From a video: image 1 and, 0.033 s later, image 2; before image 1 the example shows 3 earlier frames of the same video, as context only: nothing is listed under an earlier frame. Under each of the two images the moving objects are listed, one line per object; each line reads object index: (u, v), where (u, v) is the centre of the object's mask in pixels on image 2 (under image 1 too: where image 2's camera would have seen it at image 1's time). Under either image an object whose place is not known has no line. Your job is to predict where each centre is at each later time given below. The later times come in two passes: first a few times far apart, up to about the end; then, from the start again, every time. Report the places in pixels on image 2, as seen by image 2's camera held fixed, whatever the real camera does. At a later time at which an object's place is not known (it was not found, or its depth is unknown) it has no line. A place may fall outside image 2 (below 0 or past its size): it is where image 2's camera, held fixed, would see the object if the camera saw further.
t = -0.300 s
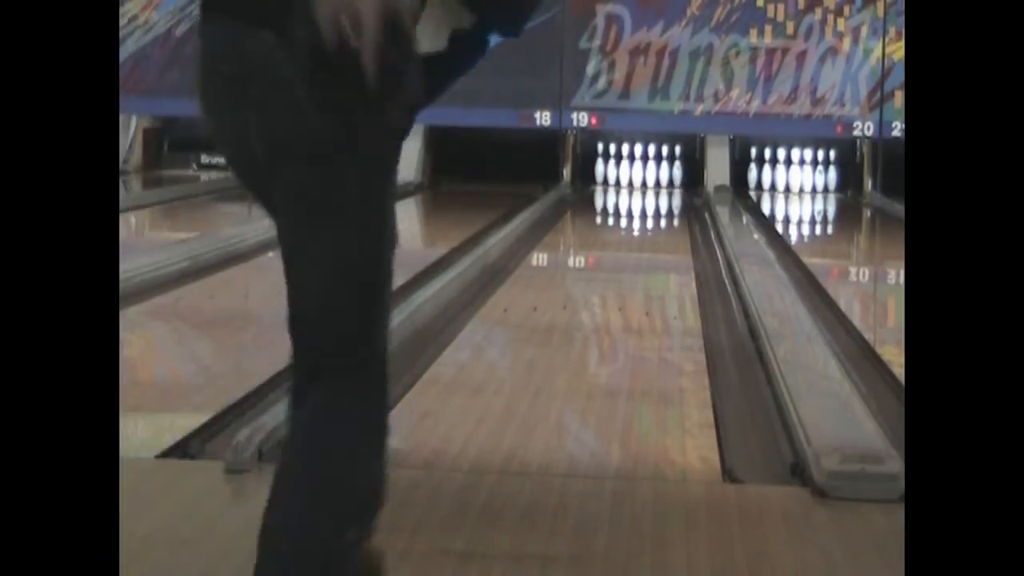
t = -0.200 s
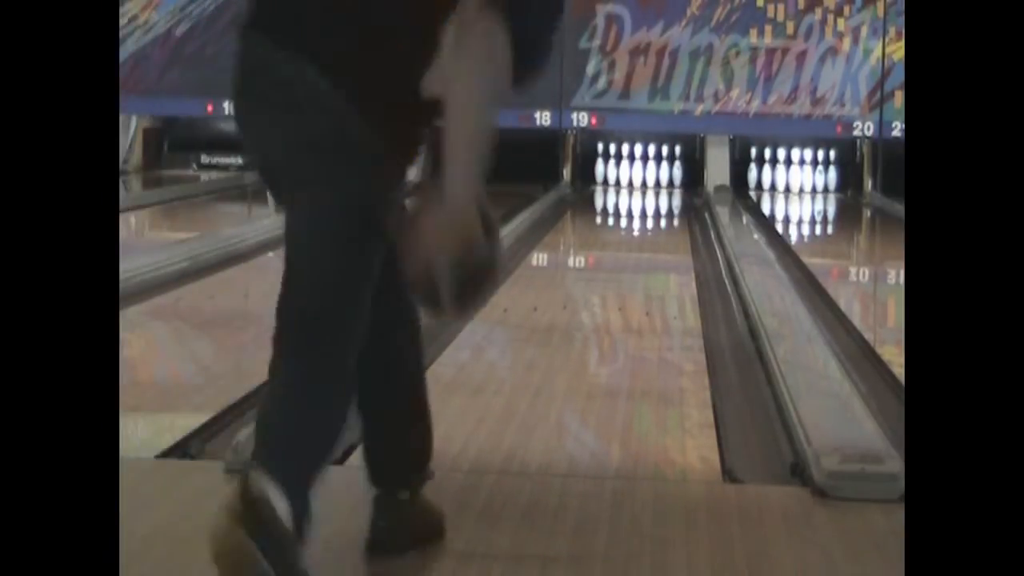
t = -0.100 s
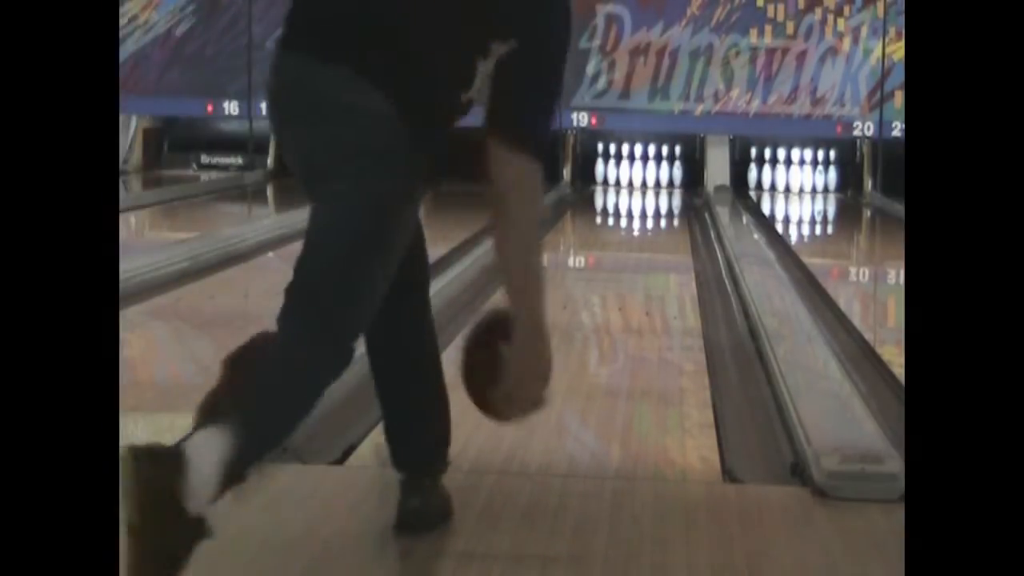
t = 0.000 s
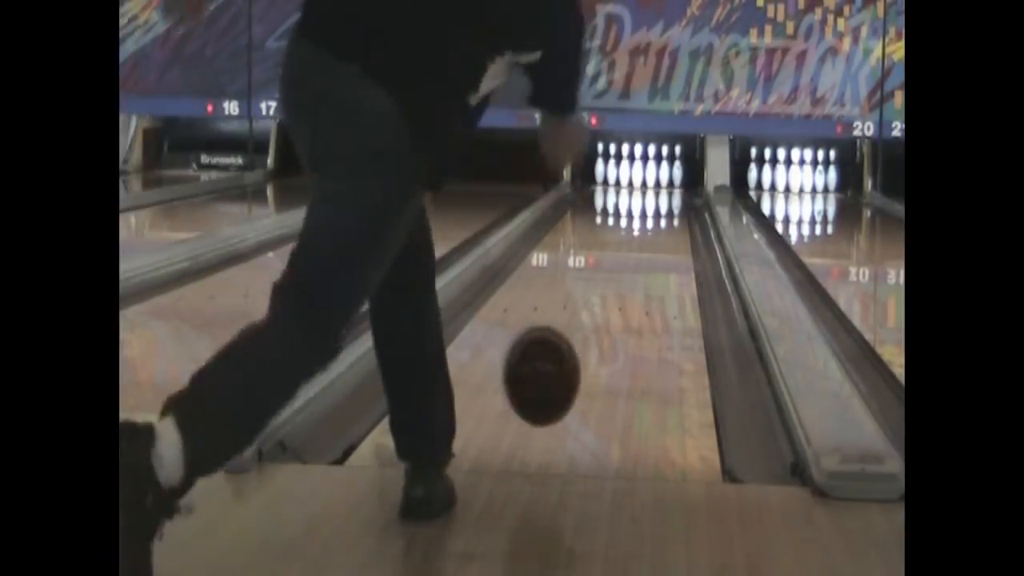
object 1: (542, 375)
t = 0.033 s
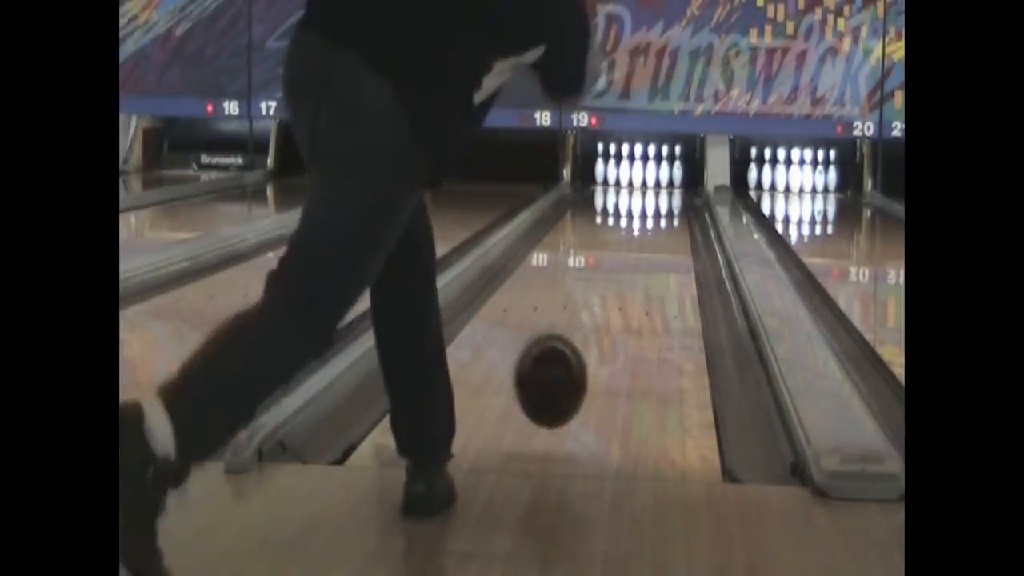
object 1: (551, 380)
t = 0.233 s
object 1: (593, 341)
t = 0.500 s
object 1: (626, 286)
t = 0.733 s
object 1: (643, 256)
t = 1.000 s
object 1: (656, 232)
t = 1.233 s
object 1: (663, 216)
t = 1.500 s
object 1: (667, 202)
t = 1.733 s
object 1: (666, 194)
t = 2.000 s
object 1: (658, 183)
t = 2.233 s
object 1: (649, 177)
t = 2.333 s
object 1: (649, 176)
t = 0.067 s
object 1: (559, 390)
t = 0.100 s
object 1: (567, 380)
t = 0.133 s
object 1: (575, 367)
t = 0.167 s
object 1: (581, 360)
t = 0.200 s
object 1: (587, 350)
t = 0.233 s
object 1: (593, 341)
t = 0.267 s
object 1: (598, 333)
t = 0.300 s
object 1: (603, 325)
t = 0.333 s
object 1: (607, 317)
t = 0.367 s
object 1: (612, 310)
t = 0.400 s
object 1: (615, 303)
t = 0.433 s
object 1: (619, 297)
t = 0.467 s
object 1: (623, 291)
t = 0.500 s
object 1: (626, 286)
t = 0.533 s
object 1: (629, 282)
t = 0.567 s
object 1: (631, 277)
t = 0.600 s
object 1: (634, 272)
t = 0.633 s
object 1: (637, 268)
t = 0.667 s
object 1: (639, 264)
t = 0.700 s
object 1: (641, 260)
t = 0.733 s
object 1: (643, 256)
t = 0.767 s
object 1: (645, 253)
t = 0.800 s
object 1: (647, 250)
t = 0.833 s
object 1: (649, 246)
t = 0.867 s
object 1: (650, 243)
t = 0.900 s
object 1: (652, 240)
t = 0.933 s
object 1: (653, 237)
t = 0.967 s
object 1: (655, 234)
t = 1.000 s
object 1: (656, 232)
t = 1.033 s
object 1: (657, 228)
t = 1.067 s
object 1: (658, 226)
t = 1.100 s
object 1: (658, 224)
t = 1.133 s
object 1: (659, 222)
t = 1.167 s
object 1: (661, 220)
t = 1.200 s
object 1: (662, 218)
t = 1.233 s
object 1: (663, 216)
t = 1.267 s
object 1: (664, 214)
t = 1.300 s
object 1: (664, 212)
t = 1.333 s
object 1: (665, 210)
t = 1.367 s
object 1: (665, 208)
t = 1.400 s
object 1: (666, 207)
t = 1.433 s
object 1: (666, 206)
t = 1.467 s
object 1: (667, 204)
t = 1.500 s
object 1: (667, 202)
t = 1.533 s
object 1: (667, 201)
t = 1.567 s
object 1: (667, 200)
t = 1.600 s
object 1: (667, 198)
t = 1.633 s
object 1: (667, 197)
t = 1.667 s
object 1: (666, 195)
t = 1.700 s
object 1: (666, 195)
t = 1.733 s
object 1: (666, 194)
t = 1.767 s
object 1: (665, 192)
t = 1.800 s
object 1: (665, 191)
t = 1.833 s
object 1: (664, 190)
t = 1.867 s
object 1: (663, 188)
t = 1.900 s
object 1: (663, 187)
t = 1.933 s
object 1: (662, 186)
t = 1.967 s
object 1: (659, 184)
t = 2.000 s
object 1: (658, 183)
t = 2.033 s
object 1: (656, 182)
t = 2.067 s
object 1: (654, 181)
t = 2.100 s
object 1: (652, 181)
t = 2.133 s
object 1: (651, 179)
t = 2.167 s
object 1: (650, 179)
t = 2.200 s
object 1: (649, 178)
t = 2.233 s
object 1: (649, 177)
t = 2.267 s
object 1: (649, 177)
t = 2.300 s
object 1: (649, 177)
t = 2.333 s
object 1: (649, 176)
